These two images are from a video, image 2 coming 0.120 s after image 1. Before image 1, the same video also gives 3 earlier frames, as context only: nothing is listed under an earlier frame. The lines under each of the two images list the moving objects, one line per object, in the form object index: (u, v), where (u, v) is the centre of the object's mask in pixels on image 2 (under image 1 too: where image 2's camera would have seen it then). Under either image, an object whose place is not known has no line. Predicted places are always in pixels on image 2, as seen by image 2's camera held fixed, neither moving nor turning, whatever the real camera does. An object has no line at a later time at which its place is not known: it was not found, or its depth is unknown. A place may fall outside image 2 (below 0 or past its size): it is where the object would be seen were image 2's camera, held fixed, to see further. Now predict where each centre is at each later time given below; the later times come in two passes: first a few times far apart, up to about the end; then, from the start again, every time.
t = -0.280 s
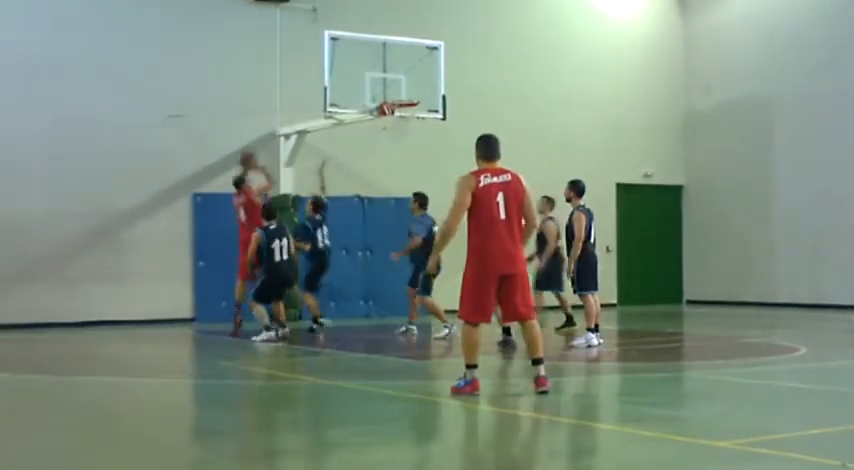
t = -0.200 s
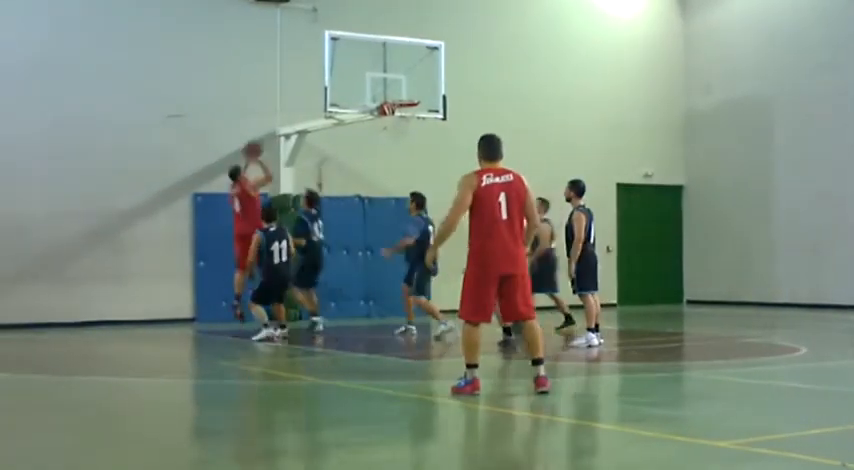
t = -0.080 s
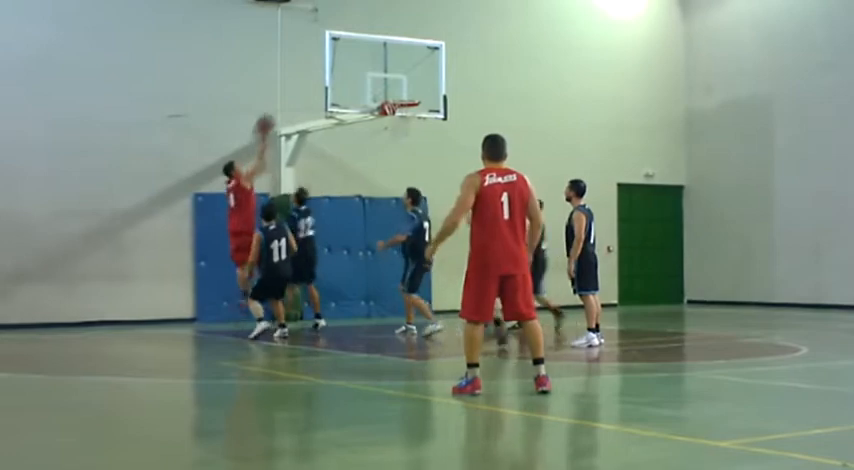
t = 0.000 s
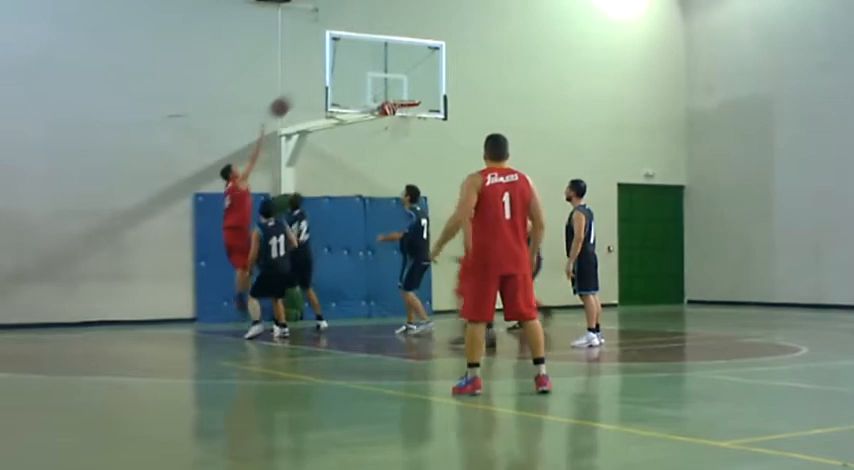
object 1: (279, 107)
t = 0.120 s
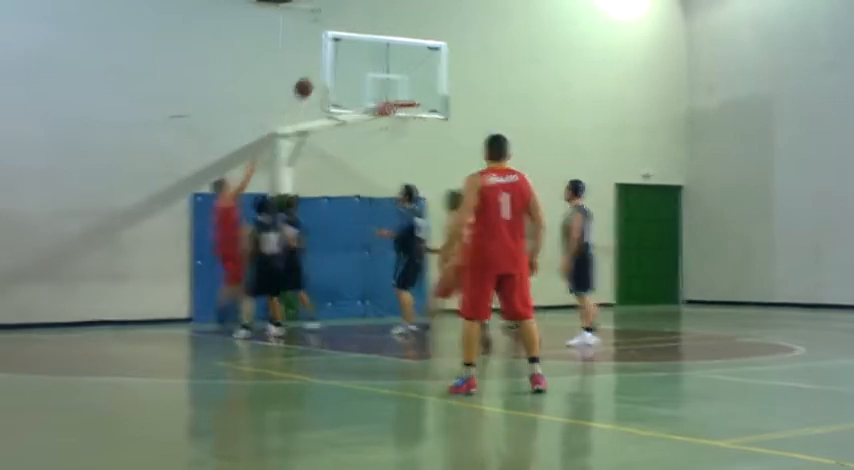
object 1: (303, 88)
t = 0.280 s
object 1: (316, 81)
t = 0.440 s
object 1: (307, 95)
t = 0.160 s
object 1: (311, 83)
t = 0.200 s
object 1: (317, 81)
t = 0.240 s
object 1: (318, 81)
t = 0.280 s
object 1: (316, 81)
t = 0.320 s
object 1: (314, 82)
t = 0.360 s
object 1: (312, 85)
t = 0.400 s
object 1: (309, 89)
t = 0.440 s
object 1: (307, 95)
